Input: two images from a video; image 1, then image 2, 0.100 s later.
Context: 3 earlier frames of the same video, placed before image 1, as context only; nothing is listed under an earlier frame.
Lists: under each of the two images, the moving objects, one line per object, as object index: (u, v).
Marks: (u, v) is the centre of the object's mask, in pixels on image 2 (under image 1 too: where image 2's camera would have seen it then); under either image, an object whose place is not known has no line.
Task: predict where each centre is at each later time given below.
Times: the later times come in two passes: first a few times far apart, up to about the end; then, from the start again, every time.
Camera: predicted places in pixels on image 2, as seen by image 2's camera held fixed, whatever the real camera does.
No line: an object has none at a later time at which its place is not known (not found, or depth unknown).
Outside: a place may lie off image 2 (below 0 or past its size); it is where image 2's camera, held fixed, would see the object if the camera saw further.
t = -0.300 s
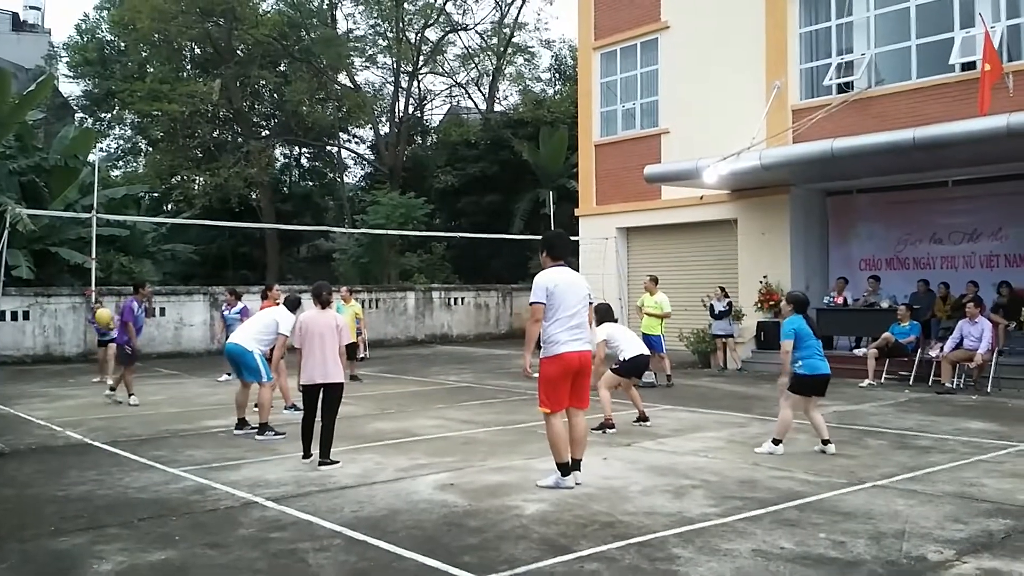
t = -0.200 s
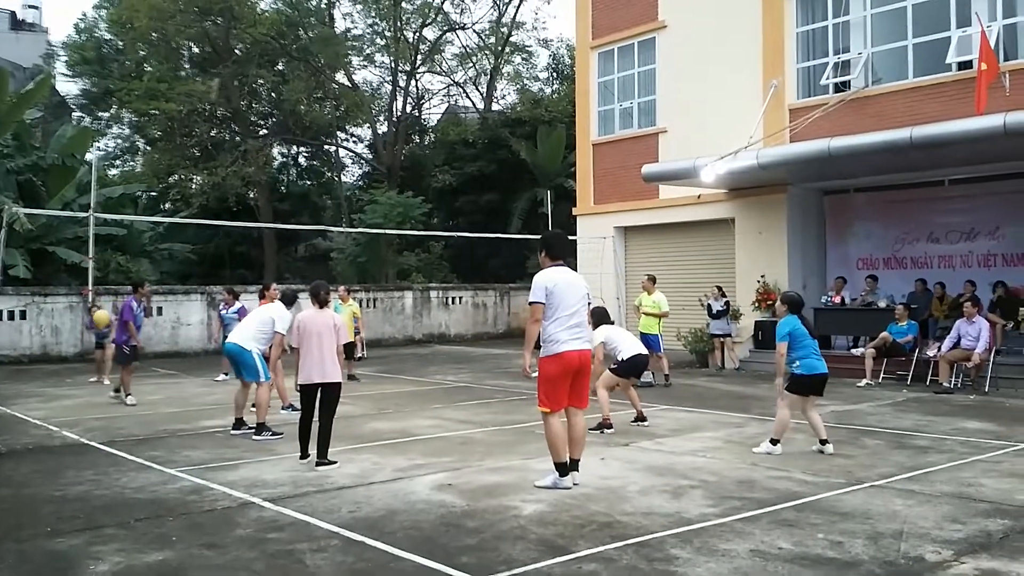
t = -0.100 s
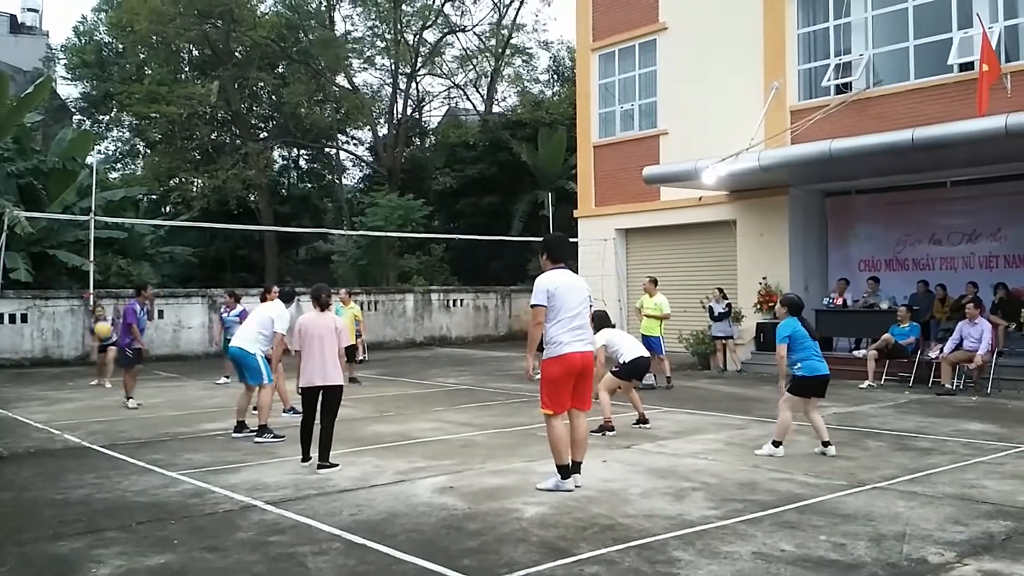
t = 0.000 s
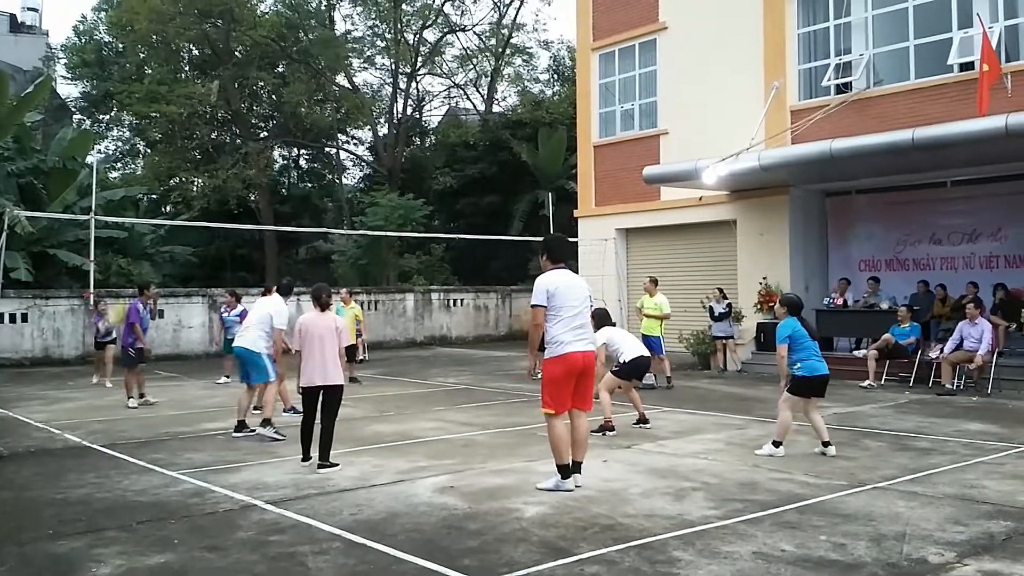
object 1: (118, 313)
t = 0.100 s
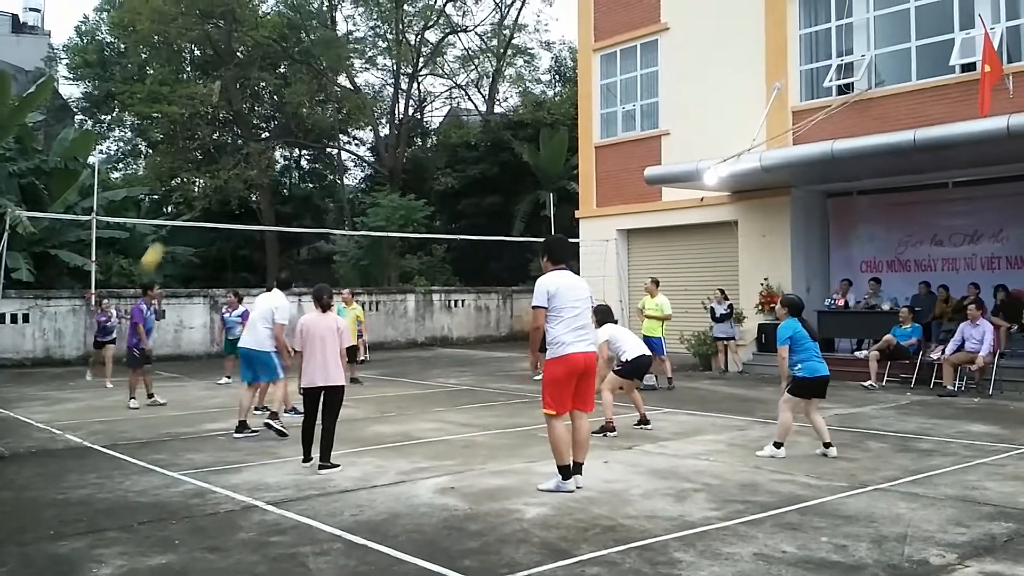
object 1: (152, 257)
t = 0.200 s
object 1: (185, 204)
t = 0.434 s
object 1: (264, 106)
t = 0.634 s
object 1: (334, 50)
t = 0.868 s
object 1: (421, 23)
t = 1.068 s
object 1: (500, 36)
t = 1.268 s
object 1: (579, 86)
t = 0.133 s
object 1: (163, 239)
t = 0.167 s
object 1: (174, 221)
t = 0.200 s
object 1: (185, 204)
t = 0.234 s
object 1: (196, 187)
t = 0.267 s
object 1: (208, 170)
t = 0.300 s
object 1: (218, 157)
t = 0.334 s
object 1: (229, 142)
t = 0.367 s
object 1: (242, 128)
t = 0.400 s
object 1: (252, 117)
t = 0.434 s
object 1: (264, 106)
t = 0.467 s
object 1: (278, 93)
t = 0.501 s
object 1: (288, 84)
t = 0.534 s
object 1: (300, 74)
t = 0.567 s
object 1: (311, 65)
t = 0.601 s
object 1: (323, 58)
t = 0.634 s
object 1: (334, 50)
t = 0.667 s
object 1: (347, 44)
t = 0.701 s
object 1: (358, 38)
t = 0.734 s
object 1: (371, 33)
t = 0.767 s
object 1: (385, 29)
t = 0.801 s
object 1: (396, 27)
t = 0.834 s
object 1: (410, 24)
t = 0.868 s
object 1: (421, 23)
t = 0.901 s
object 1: (435, 22)
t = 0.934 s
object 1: (446, 23)
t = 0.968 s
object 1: (459, 26)
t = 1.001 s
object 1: (473, 27)
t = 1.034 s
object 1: (488, 32)
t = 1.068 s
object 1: (500, 36)
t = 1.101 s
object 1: (511, 42)
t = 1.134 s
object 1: (526, 49)
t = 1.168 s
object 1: (538, 56)
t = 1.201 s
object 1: (554, 65)
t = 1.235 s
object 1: (567, 77)
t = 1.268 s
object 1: (579, 86)
